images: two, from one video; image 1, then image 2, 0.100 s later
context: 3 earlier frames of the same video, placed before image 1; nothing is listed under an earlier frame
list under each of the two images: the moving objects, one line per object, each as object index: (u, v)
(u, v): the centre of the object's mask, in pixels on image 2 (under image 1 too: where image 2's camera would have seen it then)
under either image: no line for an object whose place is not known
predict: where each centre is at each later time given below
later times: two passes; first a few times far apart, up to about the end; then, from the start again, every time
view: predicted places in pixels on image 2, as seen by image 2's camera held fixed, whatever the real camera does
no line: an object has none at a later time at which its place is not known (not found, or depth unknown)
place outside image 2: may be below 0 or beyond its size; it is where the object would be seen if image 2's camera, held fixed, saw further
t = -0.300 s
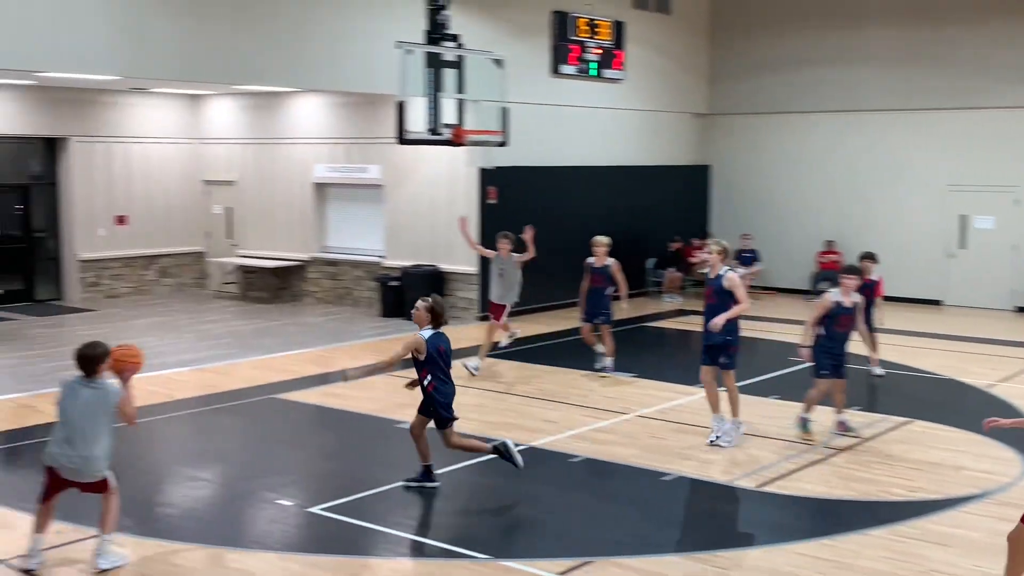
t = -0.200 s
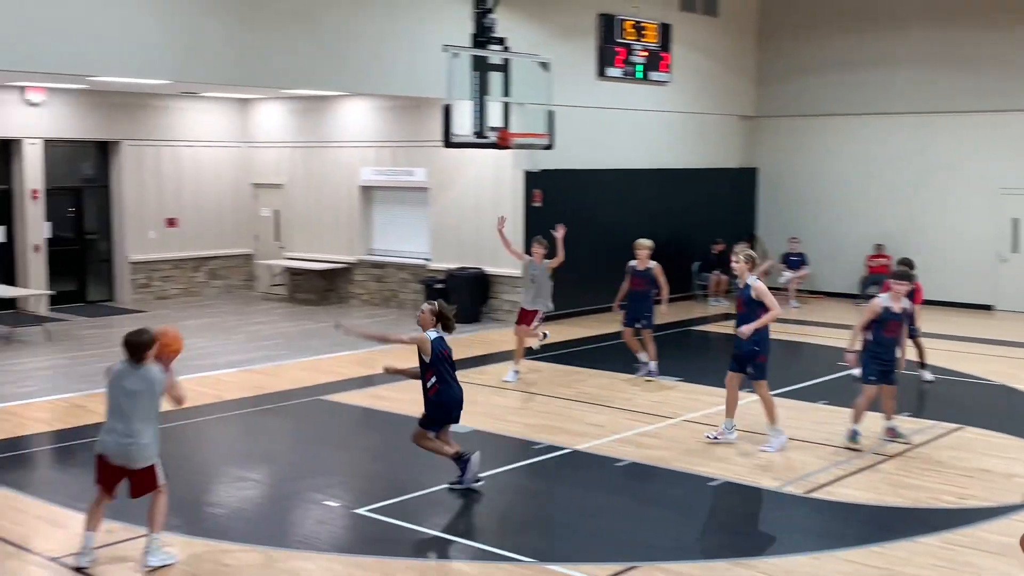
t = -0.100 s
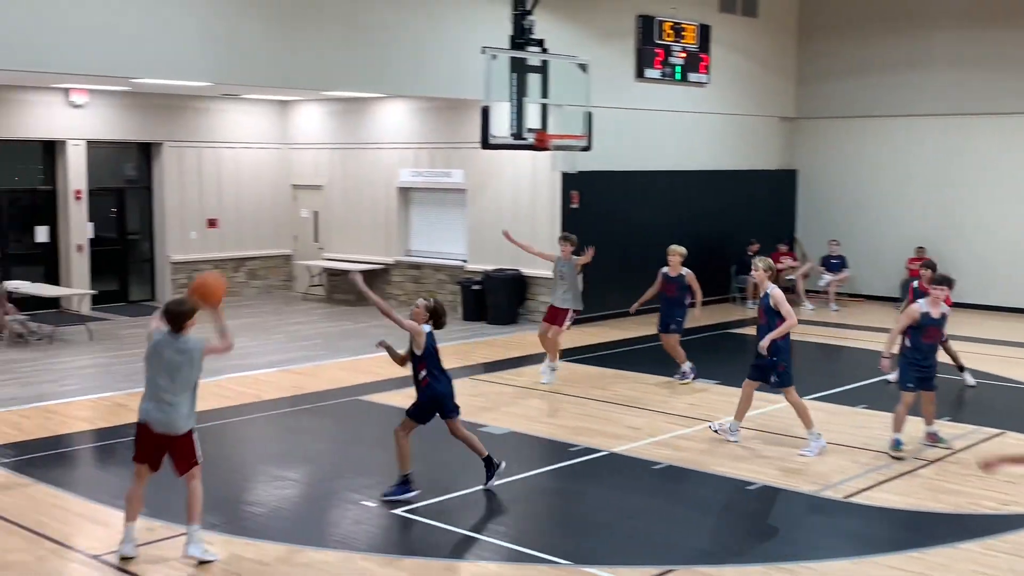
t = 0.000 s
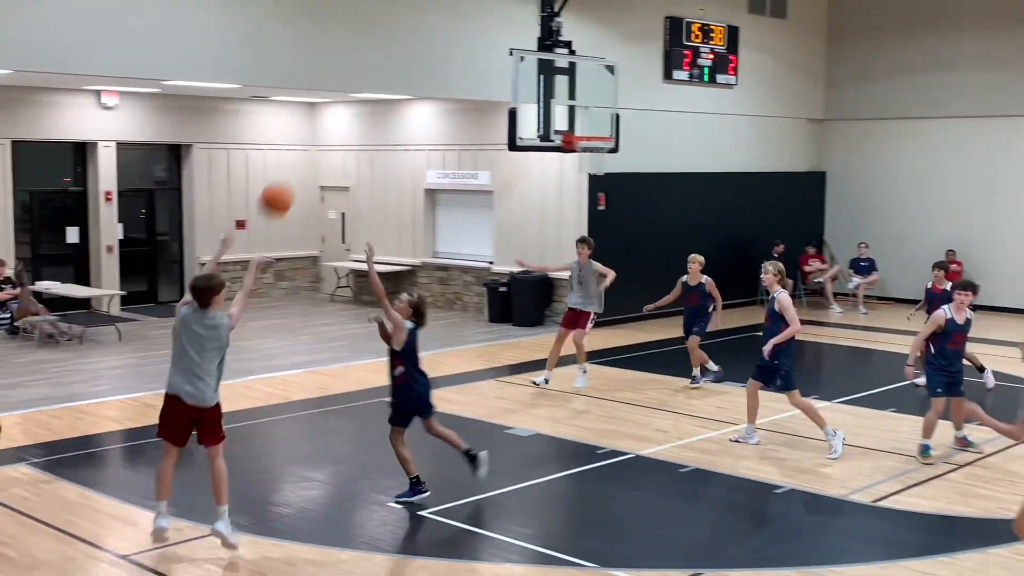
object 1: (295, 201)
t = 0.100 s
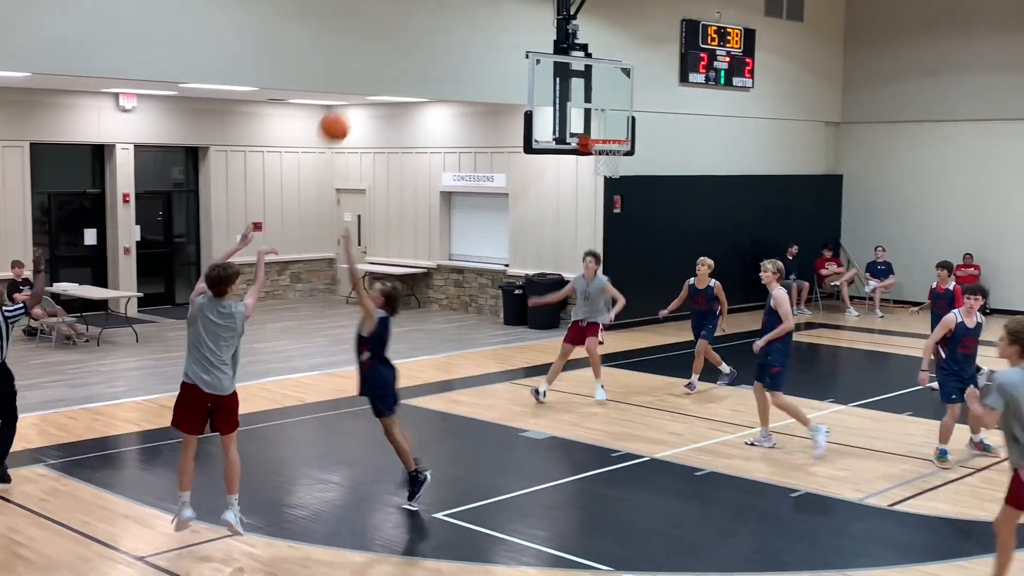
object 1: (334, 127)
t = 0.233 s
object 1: (384, 56)
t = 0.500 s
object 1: (466, -6)
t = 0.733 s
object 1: (523, 6)
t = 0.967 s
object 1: (569, 66)
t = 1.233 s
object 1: (614, 104)
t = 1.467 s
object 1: (655, 62)
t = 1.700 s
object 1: (693, 67)
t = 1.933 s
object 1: (730, 116)
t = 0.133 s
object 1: (348, 106)
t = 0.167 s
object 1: (360, 88)
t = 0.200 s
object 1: (372, 72)
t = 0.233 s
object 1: (384, 56)
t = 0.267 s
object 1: (396, 43)
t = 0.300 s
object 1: (406, 31)
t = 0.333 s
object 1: (417, 22)
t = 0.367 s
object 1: (428, 13)
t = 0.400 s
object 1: (438, 6)
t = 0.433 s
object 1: (447, 1)
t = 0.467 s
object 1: (457, -3)
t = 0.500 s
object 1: (466, -6)
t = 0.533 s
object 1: (475, -7)
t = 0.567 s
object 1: (483, -8)
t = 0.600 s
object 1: (492, -8)
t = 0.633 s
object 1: (500, -6)
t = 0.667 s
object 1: (508, -3)
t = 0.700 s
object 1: (515, 1)
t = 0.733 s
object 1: (523, 6)
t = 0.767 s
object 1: (530, 12)
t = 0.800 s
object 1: (537, 20)
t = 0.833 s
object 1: (544, 27)
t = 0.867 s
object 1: (552, 36)
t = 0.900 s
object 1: (558, 45)
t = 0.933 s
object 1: (563, 55)
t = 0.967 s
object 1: (569, 66)
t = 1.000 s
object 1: (576, 78)
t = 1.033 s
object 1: (581, 89)
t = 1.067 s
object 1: (586, 102)
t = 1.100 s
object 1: (592, 116)
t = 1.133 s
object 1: (597, 129)
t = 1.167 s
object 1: (602, 124)
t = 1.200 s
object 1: (608, 114)
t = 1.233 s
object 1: (614, 104)
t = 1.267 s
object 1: (620, 95)
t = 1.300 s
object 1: (626, 87)
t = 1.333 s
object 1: (633, 80)
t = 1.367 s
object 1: (638, 74)
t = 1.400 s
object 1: (644, 70)
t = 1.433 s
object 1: (649, 65)
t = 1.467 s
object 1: (655, 62)
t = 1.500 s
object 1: (661, 60)
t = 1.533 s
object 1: (666, 59)
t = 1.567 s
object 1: (672, 59)
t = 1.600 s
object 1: (678, 60)
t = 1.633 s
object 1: (683, 61)
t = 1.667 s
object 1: (688, 63)
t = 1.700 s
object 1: (693, 67)
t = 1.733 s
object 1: (699, 71)
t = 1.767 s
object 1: (705, 76)
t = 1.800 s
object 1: (709, 82)
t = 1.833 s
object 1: (715, 90)
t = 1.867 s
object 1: (720, 97)
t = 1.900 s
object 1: (725, 107)
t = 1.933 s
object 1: (730, 116)
